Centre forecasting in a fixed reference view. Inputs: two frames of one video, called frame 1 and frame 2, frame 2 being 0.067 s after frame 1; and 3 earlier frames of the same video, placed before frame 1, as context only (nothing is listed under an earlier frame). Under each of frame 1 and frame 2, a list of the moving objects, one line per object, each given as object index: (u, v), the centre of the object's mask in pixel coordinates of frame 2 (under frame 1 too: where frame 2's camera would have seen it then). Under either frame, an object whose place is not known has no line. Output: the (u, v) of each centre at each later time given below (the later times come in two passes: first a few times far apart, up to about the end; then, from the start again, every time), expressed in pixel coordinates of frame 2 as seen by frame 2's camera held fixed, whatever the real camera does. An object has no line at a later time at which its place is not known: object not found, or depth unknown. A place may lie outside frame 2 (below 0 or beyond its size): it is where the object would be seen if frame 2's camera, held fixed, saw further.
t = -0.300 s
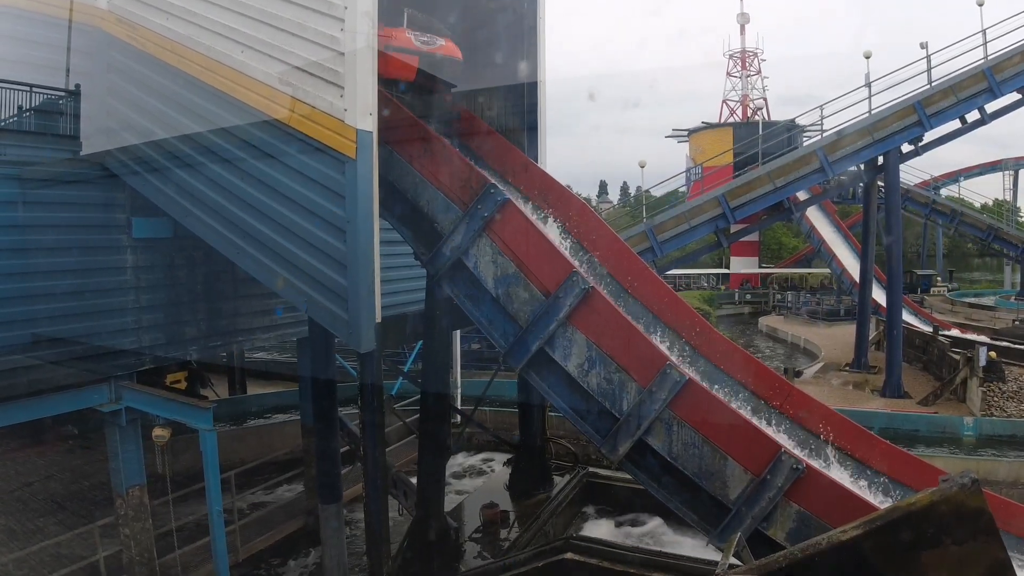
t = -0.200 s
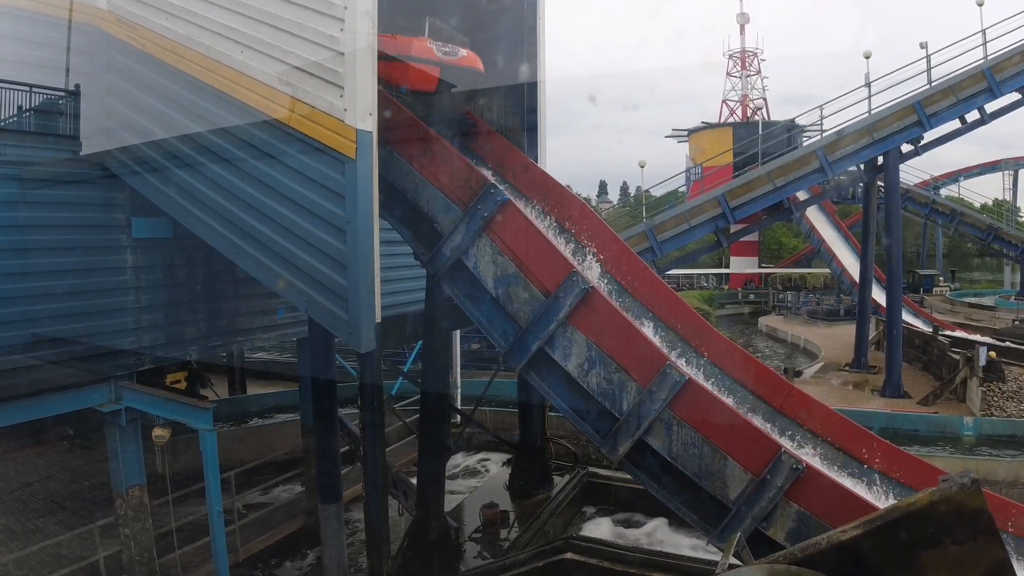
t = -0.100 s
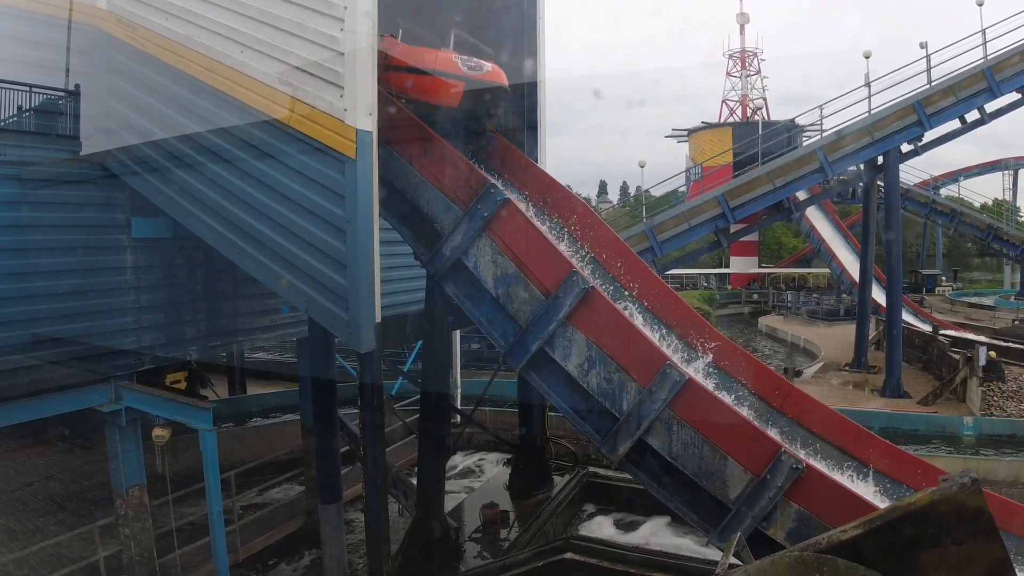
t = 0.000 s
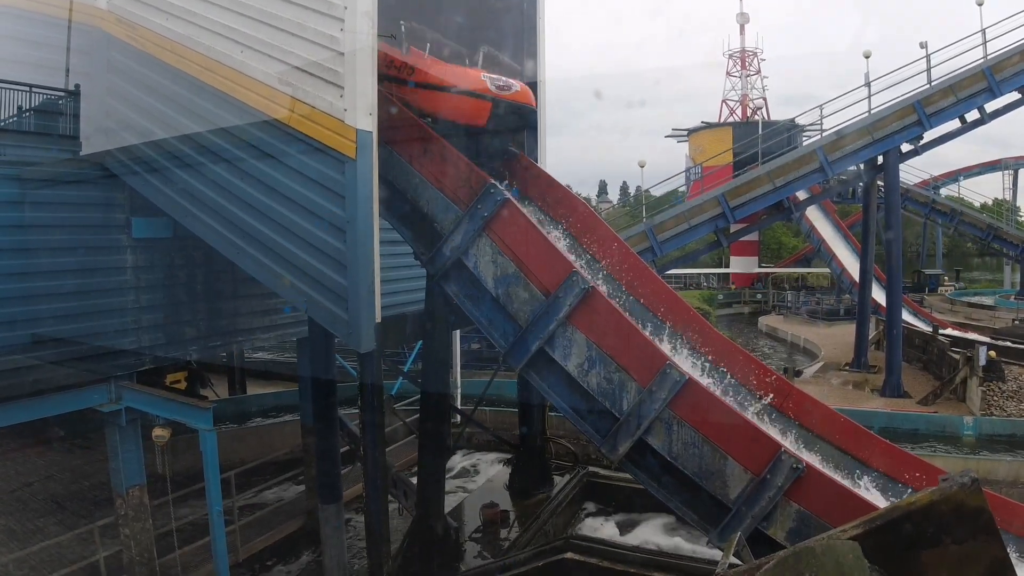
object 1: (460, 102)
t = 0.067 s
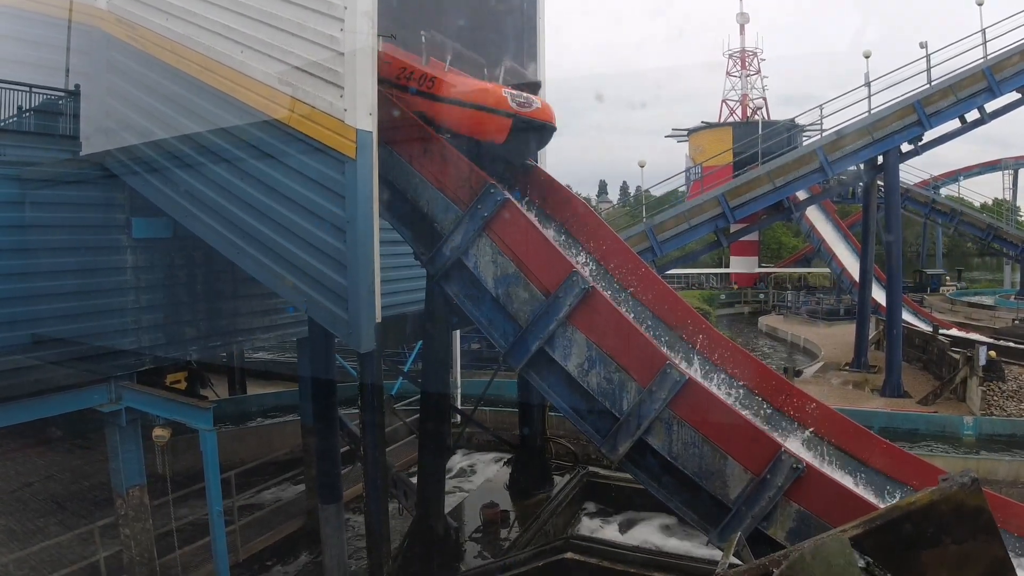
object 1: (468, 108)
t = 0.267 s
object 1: (494, 155)
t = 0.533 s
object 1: (548, 203)
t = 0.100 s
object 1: (466, 115)
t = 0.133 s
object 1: (473, 122)
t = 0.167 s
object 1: (475, 129)
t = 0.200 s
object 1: (480, 137)
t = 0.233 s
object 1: (484, 145)
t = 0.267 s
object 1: (494, 155)
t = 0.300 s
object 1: (498, 160)
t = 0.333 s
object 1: (503, 167)
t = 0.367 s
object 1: (509, 171)
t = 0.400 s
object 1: (514, 175)
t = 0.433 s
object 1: (520, 182)
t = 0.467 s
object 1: (528, 189)
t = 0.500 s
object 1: (537, 195)
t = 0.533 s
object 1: (548, 203)
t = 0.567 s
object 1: (562, 216)
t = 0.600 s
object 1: (604, 241)
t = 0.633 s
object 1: (621, 254)
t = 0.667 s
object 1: (638, 268)
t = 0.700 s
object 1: (657, 284)
